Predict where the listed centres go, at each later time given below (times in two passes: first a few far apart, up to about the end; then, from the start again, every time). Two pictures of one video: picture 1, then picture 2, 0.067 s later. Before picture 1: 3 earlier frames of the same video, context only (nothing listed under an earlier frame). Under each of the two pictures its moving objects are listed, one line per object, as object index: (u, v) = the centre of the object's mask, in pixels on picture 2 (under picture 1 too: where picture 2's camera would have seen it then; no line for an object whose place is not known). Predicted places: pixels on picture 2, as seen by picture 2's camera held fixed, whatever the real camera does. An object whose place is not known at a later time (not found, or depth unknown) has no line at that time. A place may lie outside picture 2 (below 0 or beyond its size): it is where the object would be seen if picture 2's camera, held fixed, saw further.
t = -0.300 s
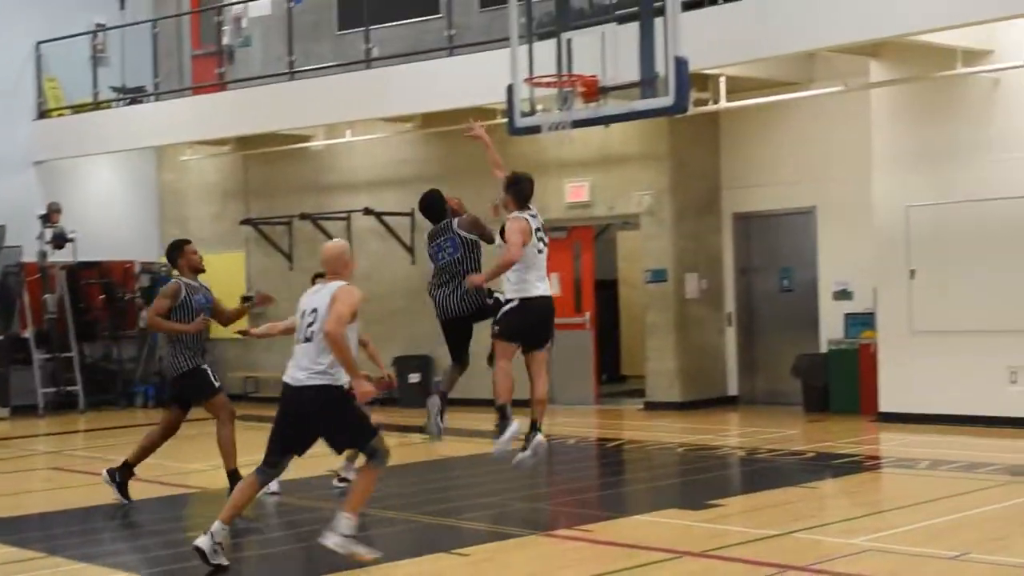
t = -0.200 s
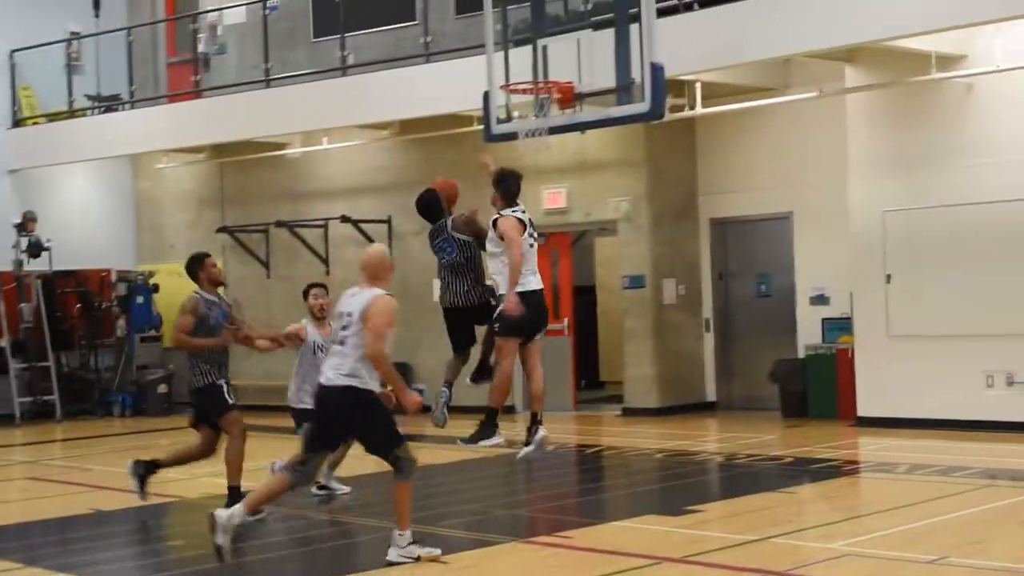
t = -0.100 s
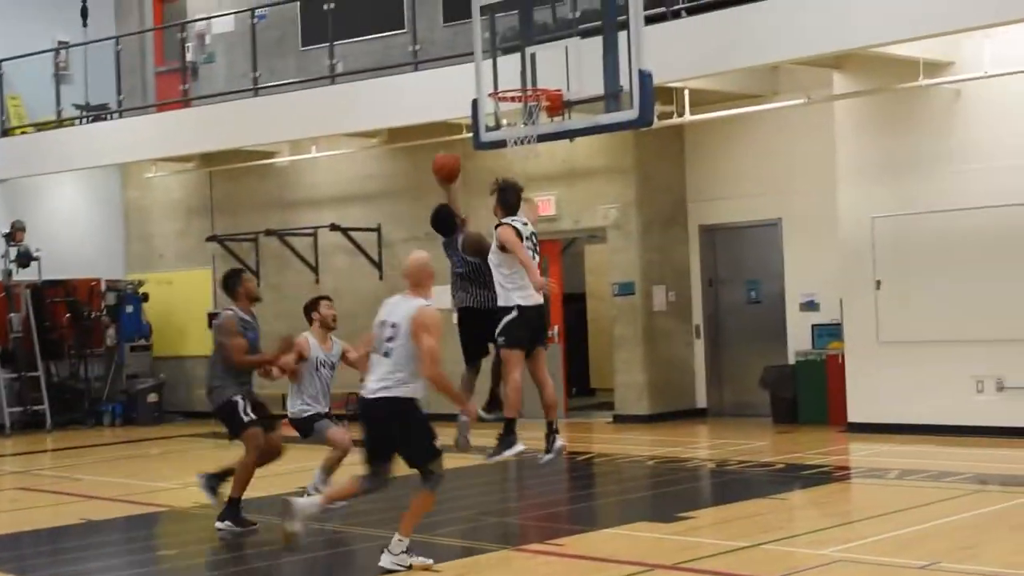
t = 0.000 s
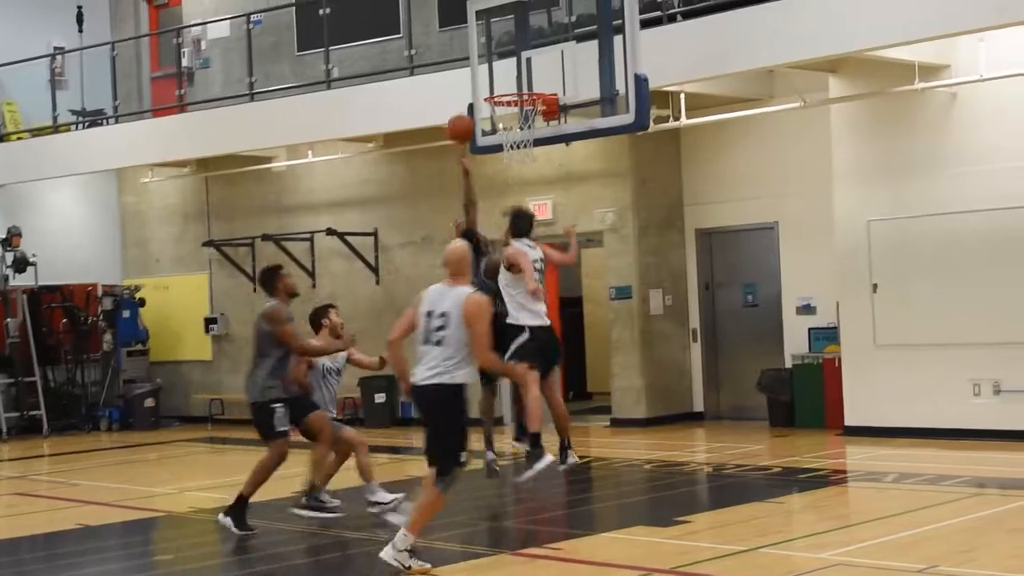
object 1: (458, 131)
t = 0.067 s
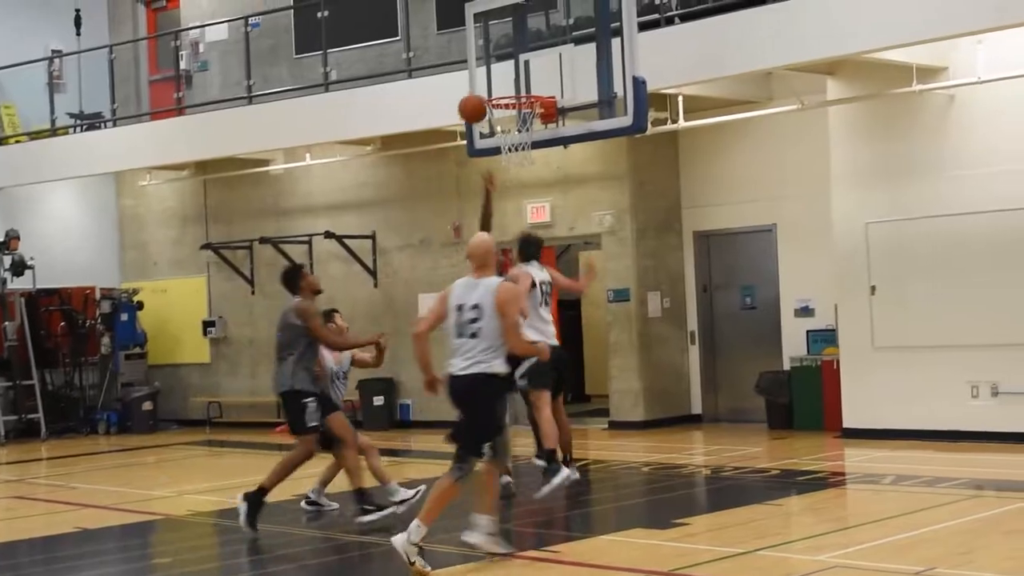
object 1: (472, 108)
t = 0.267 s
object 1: (516, 74)
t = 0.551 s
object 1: (508, 91)
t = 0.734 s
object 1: (503, 147)
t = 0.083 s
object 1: (474, 103)
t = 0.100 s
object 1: (477, 98)
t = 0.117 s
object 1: (481, 94)
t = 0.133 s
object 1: (485, 89)
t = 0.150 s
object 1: (489, 87)
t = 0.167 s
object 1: (493, 85)
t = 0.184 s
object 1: (497, 83)
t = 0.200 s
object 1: (501, 81)
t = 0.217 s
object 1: (504, 79)
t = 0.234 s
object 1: (508, 77)
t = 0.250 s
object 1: (512, 75)
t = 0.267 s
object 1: (516, 74)
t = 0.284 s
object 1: (517, 73)
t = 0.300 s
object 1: (517, 72)
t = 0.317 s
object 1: (516, 72)
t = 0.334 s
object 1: (515, 72)
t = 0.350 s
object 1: (515, 72)
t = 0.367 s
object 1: (514, 72)
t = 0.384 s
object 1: (513, 72)
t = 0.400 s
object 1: (513, 73)
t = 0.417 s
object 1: (513, 74)
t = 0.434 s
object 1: (512, 76)
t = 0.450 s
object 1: (512, 78)
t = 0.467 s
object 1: (511, 81)
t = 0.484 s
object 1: (510, 83)
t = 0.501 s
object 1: (510, 85)
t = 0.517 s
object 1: (509, 87)
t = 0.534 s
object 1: (509, 89)
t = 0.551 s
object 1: (508, 91)
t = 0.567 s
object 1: (507, 103)
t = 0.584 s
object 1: (506, 109)
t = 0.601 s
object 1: (506, 114)
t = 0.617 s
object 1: (505, 119)
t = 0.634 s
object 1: (506, 124)
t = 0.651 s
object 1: (506, 129)
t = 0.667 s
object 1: (506, 134)
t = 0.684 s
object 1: (505, 136)
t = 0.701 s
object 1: (504, 139)
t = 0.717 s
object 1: (503, 146)
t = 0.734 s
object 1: (503, 147)
